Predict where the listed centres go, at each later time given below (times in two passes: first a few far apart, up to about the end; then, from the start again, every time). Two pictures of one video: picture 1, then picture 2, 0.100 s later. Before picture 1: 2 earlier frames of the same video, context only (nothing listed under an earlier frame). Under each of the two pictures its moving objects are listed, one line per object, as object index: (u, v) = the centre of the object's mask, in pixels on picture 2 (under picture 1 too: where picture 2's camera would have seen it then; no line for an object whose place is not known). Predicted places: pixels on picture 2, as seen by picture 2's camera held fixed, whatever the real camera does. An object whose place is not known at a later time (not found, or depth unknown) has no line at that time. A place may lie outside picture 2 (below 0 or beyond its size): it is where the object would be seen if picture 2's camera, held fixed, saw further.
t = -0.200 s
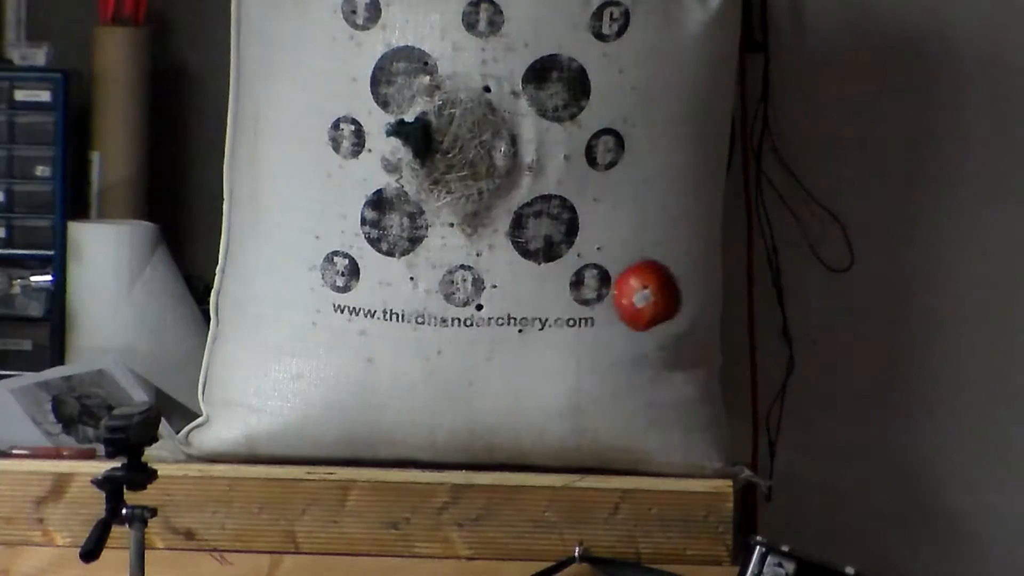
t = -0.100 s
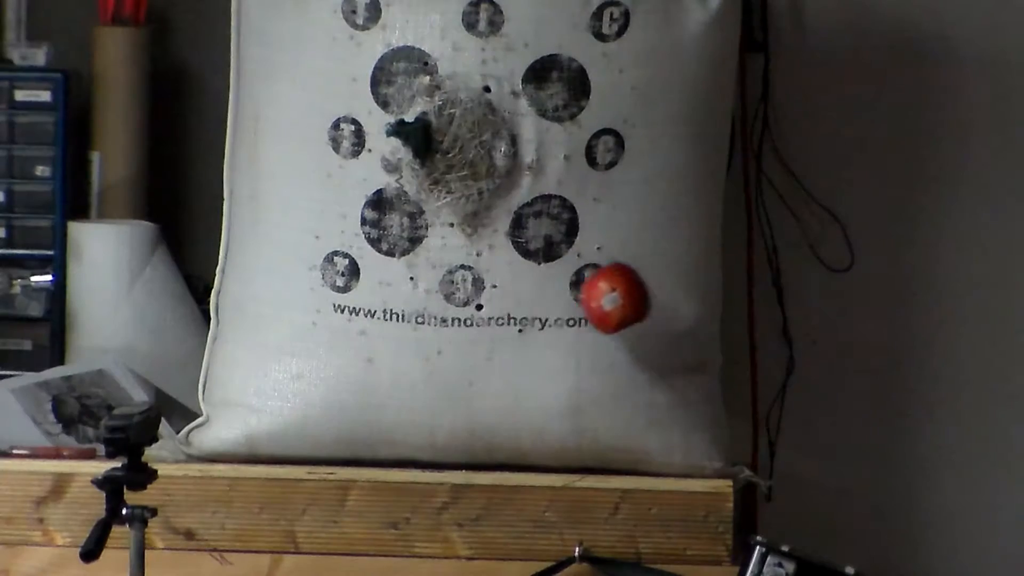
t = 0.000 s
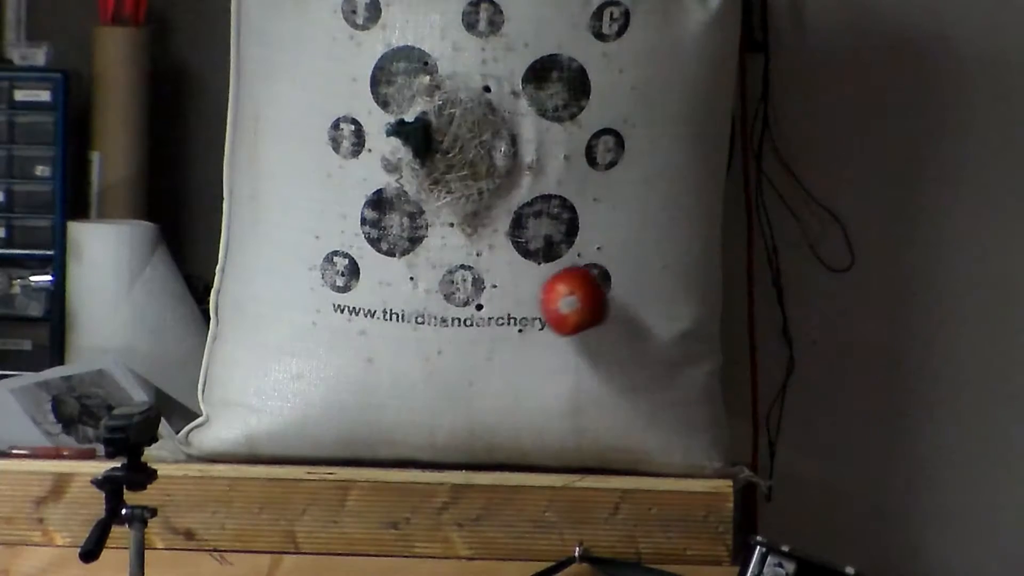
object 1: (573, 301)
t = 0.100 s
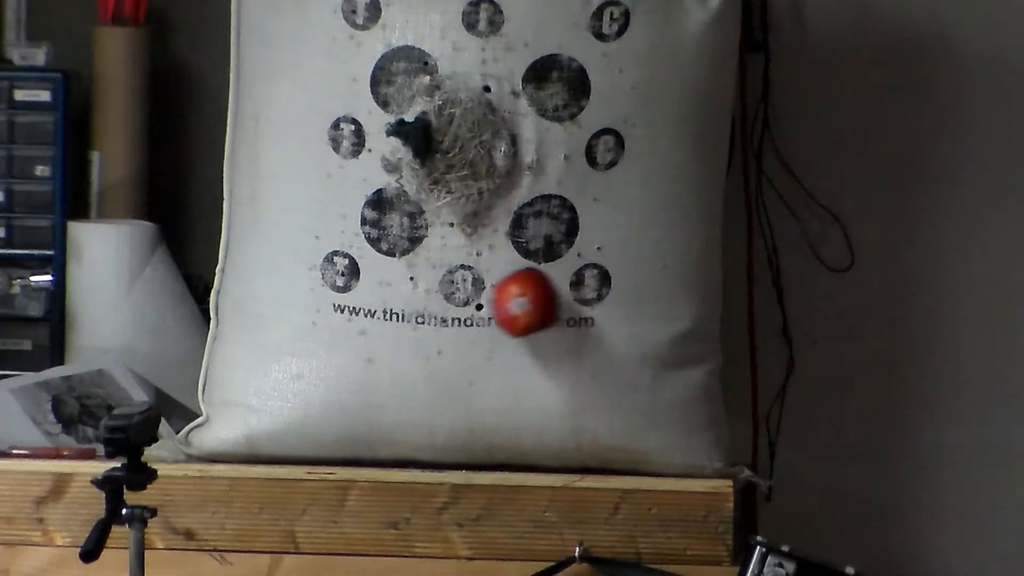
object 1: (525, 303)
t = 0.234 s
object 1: (456, 301)
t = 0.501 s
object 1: (340, 290)
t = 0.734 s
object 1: (300, 284)
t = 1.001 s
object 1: (346, 293)
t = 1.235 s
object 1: (449, 303)
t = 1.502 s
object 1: (582, 303)
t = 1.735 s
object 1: (655, 295)
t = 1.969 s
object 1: (658, 294)
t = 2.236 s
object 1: (576, 299)
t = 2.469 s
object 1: (459, 301)
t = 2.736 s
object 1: (455, 301)
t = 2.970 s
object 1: (456, 300)
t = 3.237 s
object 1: (456, 300)
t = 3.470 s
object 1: (456, 300)
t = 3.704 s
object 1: (456, 300)
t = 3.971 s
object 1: (456, 300)
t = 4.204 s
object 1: (456, 300)
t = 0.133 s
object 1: (507, 303)
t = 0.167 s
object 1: (491, 302)
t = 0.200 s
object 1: (472, 302)
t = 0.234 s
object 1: (456, 301)
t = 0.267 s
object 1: (439, 301)
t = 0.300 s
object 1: (423, 299)
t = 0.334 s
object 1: (407, 298)
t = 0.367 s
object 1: (392, 297)
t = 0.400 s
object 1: (377, 295)
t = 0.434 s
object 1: (364, 294)
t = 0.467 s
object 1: (351, 292)
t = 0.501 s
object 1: (340, 290)
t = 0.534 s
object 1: (331, 289)
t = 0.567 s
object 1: (321, 288)
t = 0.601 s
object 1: (315, 287)
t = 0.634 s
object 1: (308, 286)
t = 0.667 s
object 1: (304, 285)
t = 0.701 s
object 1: (302, 284)
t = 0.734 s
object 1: (300, 284)
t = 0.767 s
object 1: (301, 285)
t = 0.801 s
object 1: (303, 285)
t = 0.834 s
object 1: (306, 286)
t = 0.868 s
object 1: (311, 287)
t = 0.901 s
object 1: (318, 288)
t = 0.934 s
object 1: (326, 290)
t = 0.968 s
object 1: (335, 291)
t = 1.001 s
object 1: (346, 293)
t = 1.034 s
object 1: (358, 295)
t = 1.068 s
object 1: (371, 296)
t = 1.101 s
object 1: (385, 298)
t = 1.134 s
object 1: (400, 300)
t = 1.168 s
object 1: (416, 301)
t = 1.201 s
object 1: (432, 302)
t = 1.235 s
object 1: (449, 303)
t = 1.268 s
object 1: (466, 303)
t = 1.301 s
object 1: (484, 305)
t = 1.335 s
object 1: (501, 305)
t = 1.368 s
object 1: (518, 305)
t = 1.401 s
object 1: (535, 305)
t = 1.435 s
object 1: (551, 305)
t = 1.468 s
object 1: (567, 304)
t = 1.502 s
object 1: (582, 303)
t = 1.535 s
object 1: (596, 301)
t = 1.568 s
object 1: (608, 301)
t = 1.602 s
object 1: (621, 300)
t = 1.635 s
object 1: (631, 298)
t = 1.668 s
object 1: (641, 297)
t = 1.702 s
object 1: (649, 297)
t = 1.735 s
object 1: (655, 295)
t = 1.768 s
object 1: (660, 295)
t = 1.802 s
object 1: (664, 294)
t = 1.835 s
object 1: (665, 294)
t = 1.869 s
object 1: (666, 294)
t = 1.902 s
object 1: (665, 294)
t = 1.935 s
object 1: (661, 294)
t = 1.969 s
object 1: (658, 294)
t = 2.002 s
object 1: (652, 295)
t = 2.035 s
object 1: (644, 295)
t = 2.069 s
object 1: (636, 296)
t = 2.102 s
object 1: (625, 297)
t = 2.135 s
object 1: (614, 298)
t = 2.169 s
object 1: (601, 299)
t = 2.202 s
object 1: (588, 300)
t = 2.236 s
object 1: (576, 299)
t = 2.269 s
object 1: (558, 302)
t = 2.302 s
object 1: (543, 302)
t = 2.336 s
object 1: (526, 302)
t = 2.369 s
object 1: (509, 303)
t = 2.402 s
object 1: (493, 302)
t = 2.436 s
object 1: (475, 301)
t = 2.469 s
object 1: (459, 301)
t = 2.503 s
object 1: (454, 301)
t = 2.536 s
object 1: (456, 300)
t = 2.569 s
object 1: (456, 299)
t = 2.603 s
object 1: (456, 299)
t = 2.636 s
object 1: (456, 301)
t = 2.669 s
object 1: (455, 301)
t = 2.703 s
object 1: (455, 301)
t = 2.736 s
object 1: (455, 301)
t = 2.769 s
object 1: (455, 301)
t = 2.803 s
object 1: (455, 301)
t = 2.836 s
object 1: (455, 301)
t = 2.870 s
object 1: (456, 301)
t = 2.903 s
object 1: (456, 300)
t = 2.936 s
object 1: (456, 300)
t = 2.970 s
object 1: (456, 300)
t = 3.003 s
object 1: (456, 300)
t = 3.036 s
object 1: (456, 300)
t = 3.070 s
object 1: (456, 300)
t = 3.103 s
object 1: (457, 299)
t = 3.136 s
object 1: (457, 299)
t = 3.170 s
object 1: (457, 299)
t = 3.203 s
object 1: (457, 299)
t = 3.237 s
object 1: (456, 300)
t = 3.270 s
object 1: (456, 300)
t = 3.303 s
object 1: (456, 300)
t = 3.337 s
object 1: (456, 300)
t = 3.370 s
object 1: (456, 300)
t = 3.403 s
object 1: (456, 301)
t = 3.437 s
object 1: (456, 300)
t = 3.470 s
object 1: (456, 300)
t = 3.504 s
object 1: (456, 300)
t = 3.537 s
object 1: (456, 300)
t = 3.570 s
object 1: (456, 301)
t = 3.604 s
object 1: (456, 300)
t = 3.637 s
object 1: (456, 300)
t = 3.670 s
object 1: (456, 300)
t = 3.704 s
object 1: (456, 300)
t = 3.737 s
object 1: (456, 300)
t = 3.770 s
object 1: (456, 300)
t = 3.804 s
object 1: (456, 300)
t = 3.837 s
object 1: (456, 300)
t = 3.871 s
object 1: (456, 299)
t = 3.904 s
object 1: (456, 300)
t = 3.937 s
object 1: (456, 300)
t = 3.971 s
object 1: (456, 300)
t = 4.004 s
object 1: (456, 300)
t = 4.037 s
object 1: (456, 300)
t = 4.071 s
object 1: (456, 300)
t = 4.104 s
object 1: (456, 300)
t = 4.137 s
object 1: (456, 300)
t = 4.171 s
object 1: (456, 300)
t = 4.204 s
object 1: (456, 300)
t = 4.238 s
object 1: (456, 300)
